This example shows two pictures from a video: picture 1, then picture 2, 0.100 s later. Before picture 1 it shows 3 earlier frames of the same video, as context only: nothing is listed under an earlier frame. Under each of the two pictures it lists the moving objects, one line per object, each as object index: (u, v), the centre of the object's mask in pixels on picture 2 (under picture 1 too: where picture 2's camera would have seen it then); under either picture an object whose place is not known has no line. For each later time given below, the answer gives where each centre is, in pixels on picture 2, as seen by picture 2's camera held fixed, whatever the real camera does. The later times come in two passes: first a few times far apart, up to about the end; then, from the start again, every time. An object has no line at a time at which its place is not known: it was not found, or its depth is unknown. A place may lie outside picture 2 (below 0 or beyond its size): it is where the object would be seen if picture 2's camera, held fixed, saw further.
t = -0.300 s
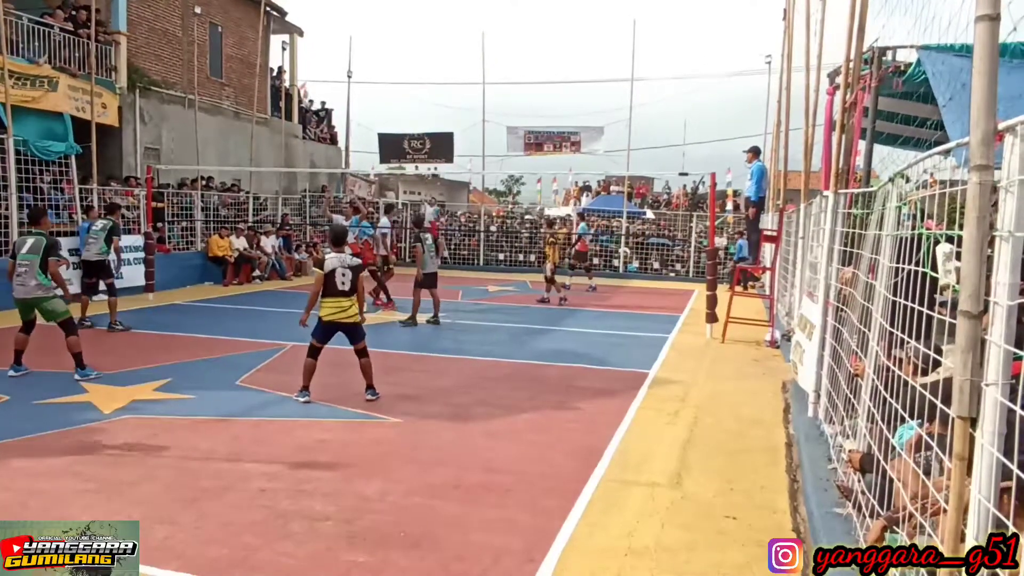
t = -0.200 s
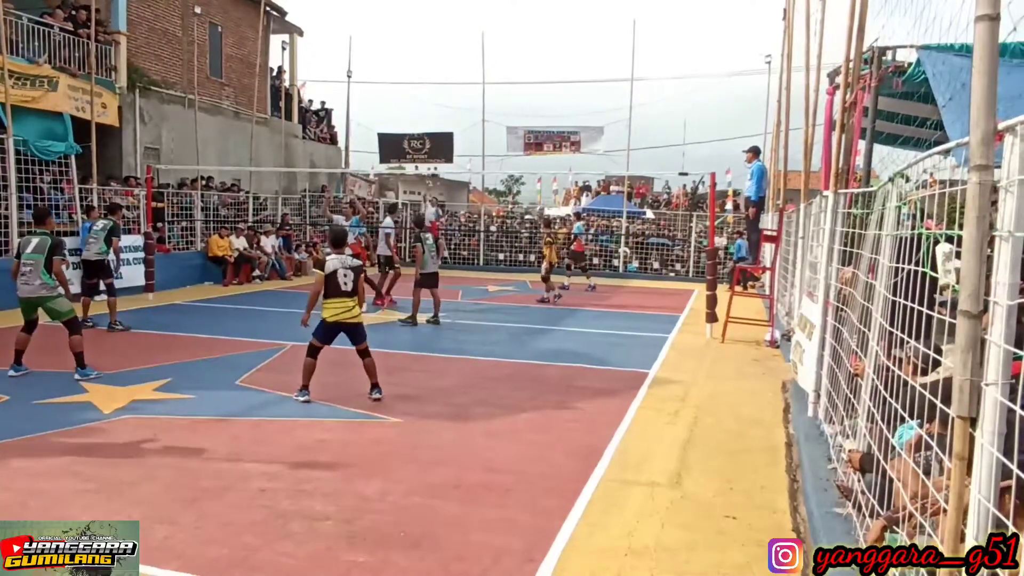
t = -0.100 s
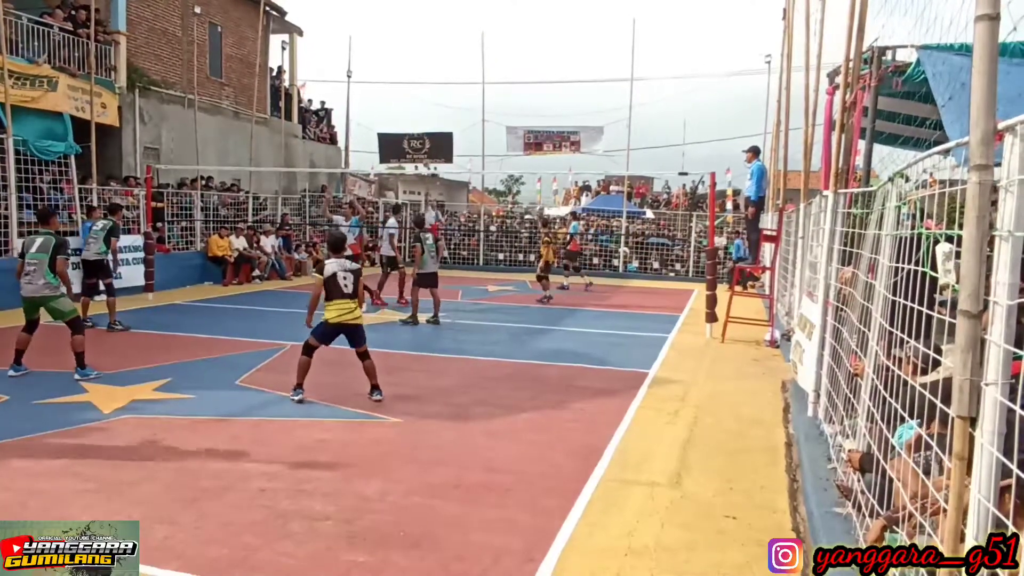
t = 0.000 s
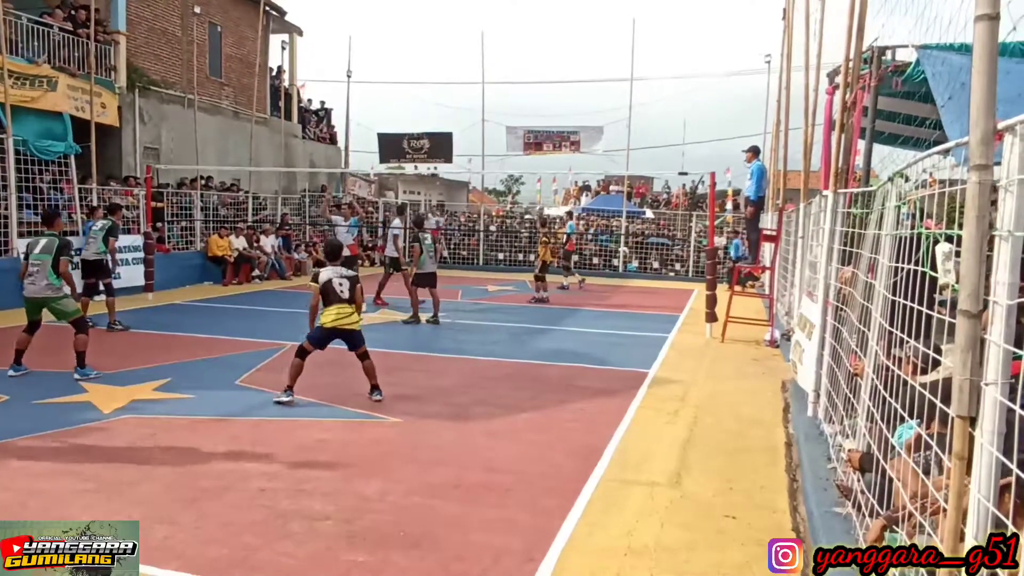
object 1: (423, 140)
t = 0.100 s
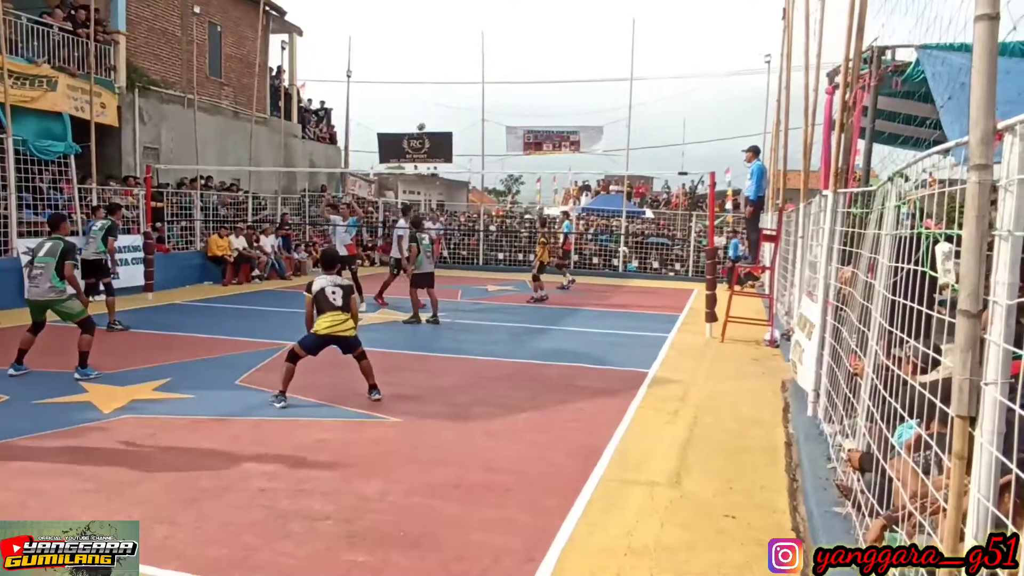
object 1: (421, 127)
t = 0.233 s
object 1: (416, 107)
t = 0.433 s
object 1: (409, 85)
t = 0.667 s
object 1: (401, 77)
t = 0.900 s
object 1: (389, 98)
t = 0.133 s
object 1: (420, 121)
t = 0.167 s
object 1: (419, 116)
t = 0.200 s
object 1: (417, 111)
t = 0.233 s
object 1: (416, 107)
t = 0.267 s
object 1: (415, 102)
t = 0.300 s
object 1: (414, 98)
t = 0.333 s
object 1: (412, 95)
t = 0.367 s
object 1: (411, 91)
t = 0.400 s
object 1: (410, 88)
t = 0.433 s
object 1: (409, 85)
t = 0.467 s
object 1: (408, 83)
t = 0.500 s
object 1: (407, 81)
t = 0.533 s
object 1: (405, 79)
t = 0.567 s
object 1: (404, 78)
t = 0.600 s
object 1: (403, 77)
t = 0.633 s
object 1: (402, 77)
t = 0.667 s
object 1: (401, 77)
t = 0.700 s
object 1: (399, 78)
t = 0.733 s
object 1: (398, 80)
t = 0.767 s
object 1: (396, 82)
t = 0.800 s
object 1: (394, 85)
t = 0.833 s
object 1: (393, 88)
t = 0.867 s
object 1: (391, 93)
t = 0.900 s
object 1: (389, 98)
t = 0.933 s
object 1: (388, 105)
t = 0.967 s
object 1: (386, 113)
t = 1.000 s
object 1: (384, 122)
